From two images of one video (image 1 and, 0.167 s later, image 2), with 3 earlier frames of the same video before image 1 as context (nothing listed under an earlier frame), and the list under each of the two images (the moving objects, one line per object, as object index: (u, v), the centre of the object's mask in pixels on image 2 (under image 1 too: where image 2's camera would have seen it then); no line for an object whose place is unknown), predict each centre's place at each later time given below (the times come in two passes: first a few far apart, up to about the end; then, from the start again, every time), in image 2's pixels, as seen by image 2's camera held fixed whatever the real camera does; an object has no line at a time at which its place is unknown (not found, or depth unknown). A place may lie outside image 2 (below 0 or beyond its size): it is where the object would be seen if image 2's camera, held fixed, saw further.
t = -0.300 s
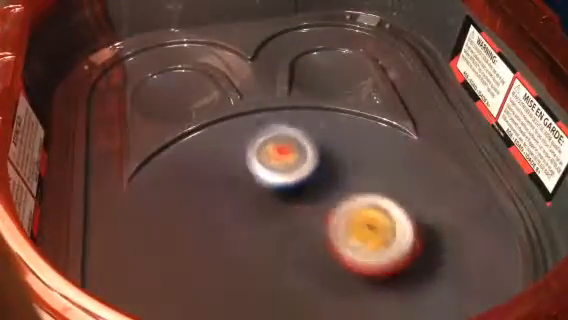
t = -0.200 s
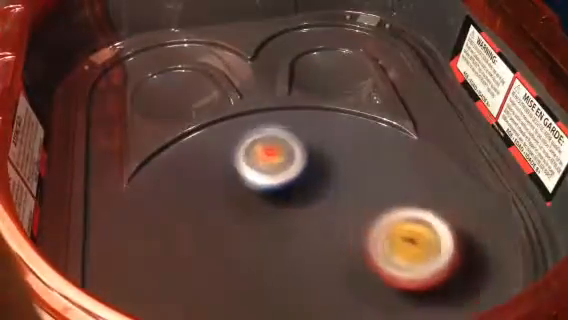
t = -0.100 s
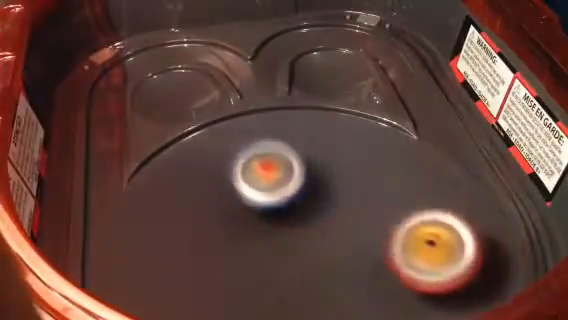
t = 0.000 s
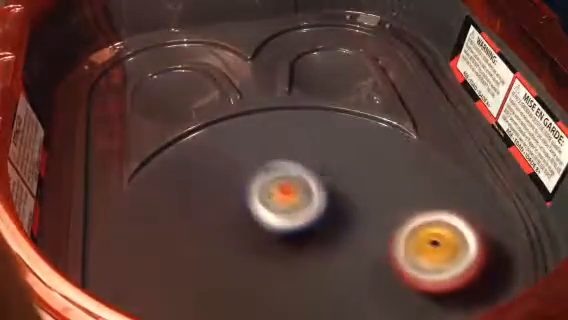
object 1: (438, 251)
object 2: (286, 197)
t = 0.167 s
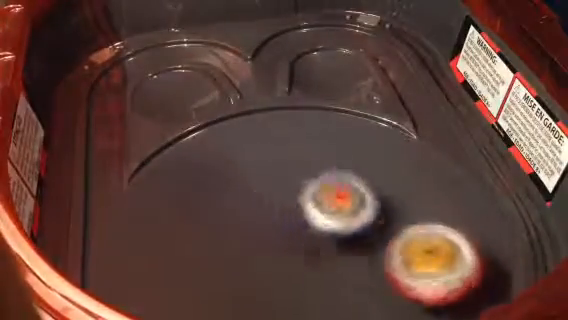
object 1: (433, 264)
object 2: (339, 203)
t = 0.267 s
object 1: (427, 281)
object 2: (317, 168)
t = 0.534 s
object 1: (325, 277)
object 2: (177, 139)
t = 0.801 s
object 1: (315, 280)
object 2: (106, 272)
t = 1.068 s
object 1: (390, 244)
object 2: (258, 286)
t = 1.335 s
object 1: (444, 205)
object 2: (258, 145)
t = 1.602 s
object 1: (418, 203)
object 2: (152, 161)
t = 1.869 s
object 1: (390, 212)
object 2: (299, 281)
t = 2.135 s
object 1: (429, 183)
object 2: (332, 208)
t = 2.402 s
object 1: (408, 191)
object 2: (196, 189)
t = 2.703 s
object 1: (364, 205)
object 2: (249, 267)
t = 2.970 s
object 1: (451, 133)
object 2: (161, 255)
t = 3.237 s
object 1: (374, 147)
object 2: (235, 225)
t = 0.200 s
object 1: (435, 273)
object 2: (334, 193)
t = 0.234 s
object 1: (433, 279)
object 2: (327, 181)
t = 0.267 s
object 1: (427, 281)
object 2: (317, 168)
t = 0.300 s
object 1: (419, 282)
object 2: (306, 158)
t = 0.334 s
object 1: (412, 282)
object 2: (292, 147)
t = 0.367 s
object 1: (404, 282)
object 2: (276, 137)
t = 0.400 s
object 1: (391, 281)
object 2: (258, 131)
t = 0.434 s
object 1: (377, 280)
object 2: (238, 127)
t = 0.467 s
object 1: (360, 279)
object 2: (218, 127)
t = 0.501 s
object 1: (343, 278)
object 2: (198, 130)
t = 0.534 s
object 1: (325, 277)
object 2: (177, 139)
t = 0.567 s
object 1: (308, 275)
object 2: (159, 152)
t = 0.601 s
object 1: (290, 273)
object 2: (144, 172)
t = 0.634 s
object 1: (274, 271)
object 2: (136, 197)
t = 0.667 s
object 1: (257, 268)
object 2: (136, 224)
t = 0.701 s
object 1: (250, 266)
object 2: (140, 249)
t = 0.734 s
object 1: (271, 273)
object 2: (119, 260)
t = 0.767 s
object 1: (295, 279)
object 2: (108, 266)
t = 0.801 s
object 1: (315, 280)
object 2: (106, 272)
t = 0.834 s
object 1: (333, 281)
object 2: (118, 279)
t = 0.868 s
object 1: (348, 280)
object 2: (130, 284)
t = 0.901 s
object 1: (358, 278)
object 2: (146, 289)
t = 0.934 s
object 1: (367, 272)
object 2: (161, 292)
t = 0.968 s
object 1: (375, 266)
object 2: (180, 294)
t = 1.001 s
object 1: (382, 259)
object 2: (205, 294)
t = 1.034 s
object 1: (386, 251)
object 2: (230, 292)
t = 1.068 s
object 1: (390, 244)
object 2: (258, 286)
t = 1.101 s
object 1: (393, 239)
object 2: (280, 274)
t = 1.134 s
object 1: (395, 233)
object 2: (299, 255)
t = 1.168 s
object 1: (405, 229)
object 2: (307, 236)
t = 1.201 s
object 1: (417, 225)
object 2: (301, 215)
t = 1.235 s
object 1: (427, 219)
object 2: (294, 194)
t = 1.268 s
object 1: (434, 214)
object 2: (283, 175)
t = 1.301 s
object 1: (440, 209)
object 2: (270, 159)
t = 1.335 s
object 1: (444, 205)
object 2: (258, 145)
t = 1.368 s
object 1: (447, 201)
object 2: (242, 133)
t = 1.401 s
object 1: (447, 199)
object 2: (226, 125)
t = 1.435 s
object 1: (446, 198)
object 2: (209, 120)
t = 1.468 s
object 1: (443, 198)
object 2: (192, 118)
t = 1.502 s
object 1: (439, 198)
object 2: (176, 121)
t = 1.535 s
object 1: (432, 200)
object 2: (164, 131)
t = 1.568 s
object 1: (426, 201)
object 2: (155, 145)
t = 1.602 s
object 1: (418, 203)
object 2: (152, 161)
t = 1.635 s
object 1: (411, 205)
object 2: (154, 182)
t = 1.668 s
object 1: (403, 208)
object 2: (163, 203)
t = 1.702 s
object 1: (395, 211)
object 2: (182, 225)
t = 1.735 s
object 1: (383, 215)
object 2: (210, 244)
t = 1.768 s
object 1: (372, 219)
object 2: (246, 258)
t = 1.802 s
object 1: (362, 222)
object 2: (279, 266)
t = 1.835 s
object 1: (368, 220)
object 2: (295, 276)
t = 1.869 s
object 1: (390, 212)
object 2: (299, 281)
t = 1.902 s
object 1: (403, 206)
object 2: (307, 283)
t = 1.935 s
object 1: (413, 201)
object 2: (316, 282)
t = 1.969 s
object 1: (419, 197)
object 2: (326, 277)
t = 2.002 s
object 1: (421, 193)
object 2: (337, 266)
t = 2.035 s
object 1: (423, 189)
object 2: (344, 252)
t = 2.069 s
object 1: (423, 186)
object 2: (348, 236)
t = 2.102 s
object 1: (424, 185)
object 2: (346, 221)
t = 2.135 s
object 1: (429, 183)
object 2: (332, 208)
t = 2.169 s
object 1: (431, 180)
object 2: (316, 197)
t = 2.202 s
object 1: (432, 180)
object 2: (298, 186)
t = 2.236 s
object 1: (432, 180)
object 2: (280, 181)
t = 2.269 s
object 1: (430, 180)
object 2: (261, 175)
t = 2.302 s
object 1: (426, 182)
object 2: (242, 174)
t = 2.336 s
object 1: (421, 183)
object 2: (225, 175)
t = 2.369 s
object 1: (415, 186)
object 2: (209, 181)
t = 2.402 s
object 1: (408, 191)
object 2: (196, 189)
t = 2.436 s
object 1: (399, 196)
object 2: (187, 199)
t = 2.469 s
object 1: (389, 201)
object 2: (184, 213)
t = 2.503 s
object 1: (378, 206)
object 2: (188, 227)
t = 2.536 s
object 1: (368, 211)
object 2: (199, 241)
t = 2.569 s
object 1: (357, 214)
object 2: (216, 252)
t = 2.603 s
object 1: (347, 216)
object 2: (236, 259)
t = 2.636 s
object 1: (337, 218)
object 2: (260, 263)
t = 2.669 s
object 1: (335, 214)
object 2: (275, 261)
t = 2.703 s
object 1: (364, 205)
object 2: (249, 267)
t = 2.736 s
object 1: (394, 195)
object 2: (229, 266)
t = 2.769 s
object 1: (420, 182)
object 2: (212, 266)
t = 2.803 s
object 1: (439, 168)
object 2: (197, 262)
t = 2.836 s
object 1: (450, 156)
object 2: (187, 261)
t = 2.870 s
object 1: (459, 147)
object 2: (176, 258)
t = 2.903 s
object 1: (462, 139)
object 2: (169, 256)
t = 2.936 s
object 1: (458, 133)
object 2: (163, 255)
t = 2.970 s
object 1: (451, 133)
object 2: (161, 255)
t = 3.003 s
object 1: (442, 128)
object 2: (165, 254)
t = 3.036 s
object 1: (434, 129)
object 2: (167, 254)
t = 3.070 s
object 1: (423, 127)
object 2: (177, 252)
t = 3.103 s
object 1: (416, 124)
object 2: (186, 248)
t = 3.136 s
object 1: (406, 128)
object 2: (198, 244)
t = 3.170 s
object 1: (397, 134)
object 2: (209, 238)
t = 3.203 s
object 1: (388, 141)
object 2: (223, 231)
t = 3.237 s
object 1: (374, 147)
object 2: (235, 225)
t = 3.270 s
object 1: (361, 153)
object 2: (246, 218)
